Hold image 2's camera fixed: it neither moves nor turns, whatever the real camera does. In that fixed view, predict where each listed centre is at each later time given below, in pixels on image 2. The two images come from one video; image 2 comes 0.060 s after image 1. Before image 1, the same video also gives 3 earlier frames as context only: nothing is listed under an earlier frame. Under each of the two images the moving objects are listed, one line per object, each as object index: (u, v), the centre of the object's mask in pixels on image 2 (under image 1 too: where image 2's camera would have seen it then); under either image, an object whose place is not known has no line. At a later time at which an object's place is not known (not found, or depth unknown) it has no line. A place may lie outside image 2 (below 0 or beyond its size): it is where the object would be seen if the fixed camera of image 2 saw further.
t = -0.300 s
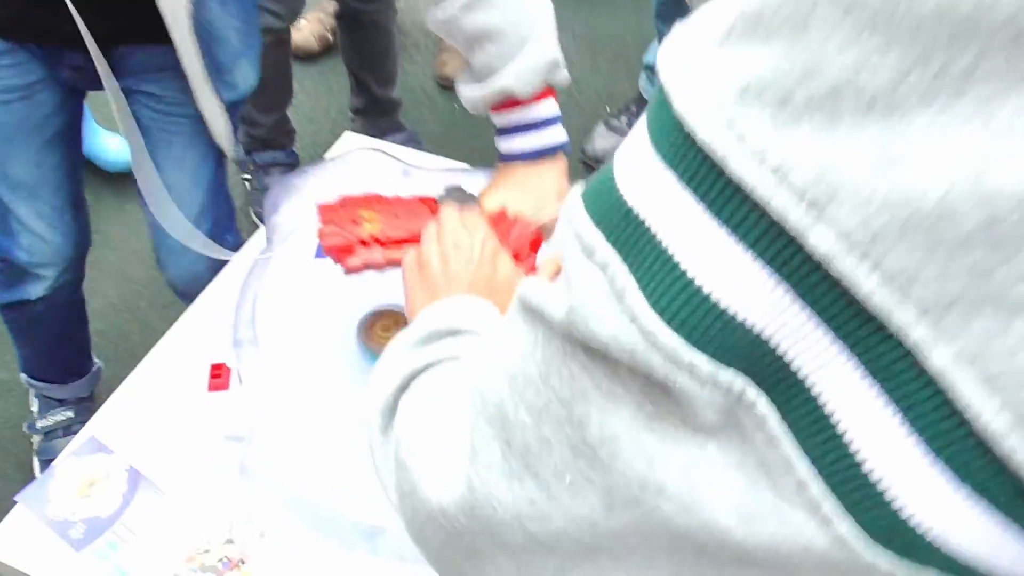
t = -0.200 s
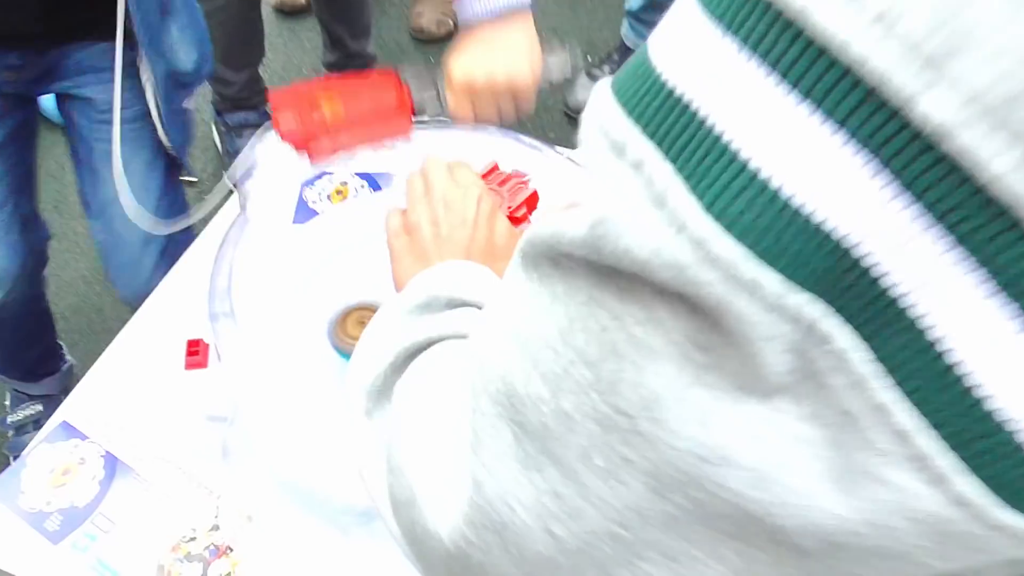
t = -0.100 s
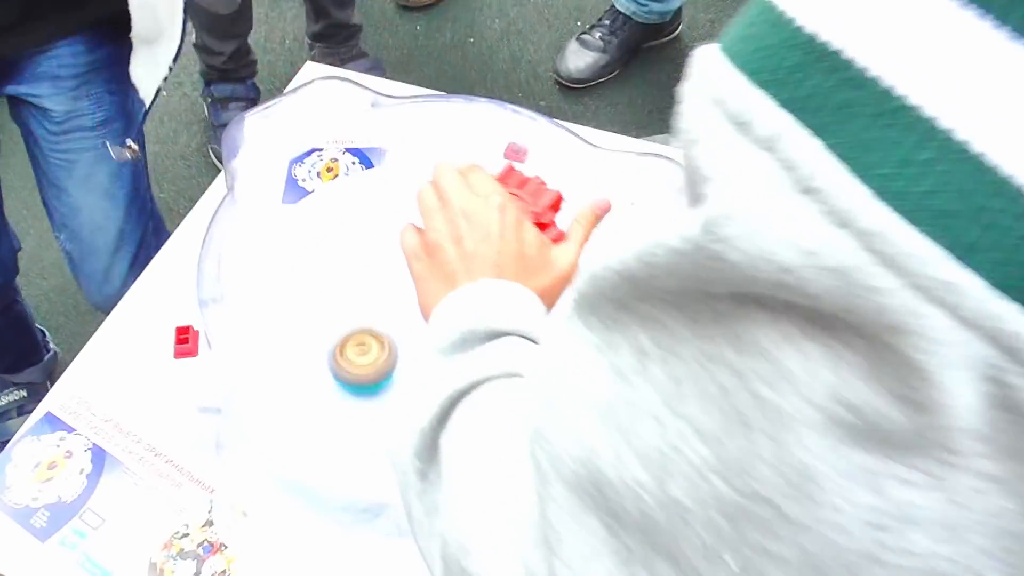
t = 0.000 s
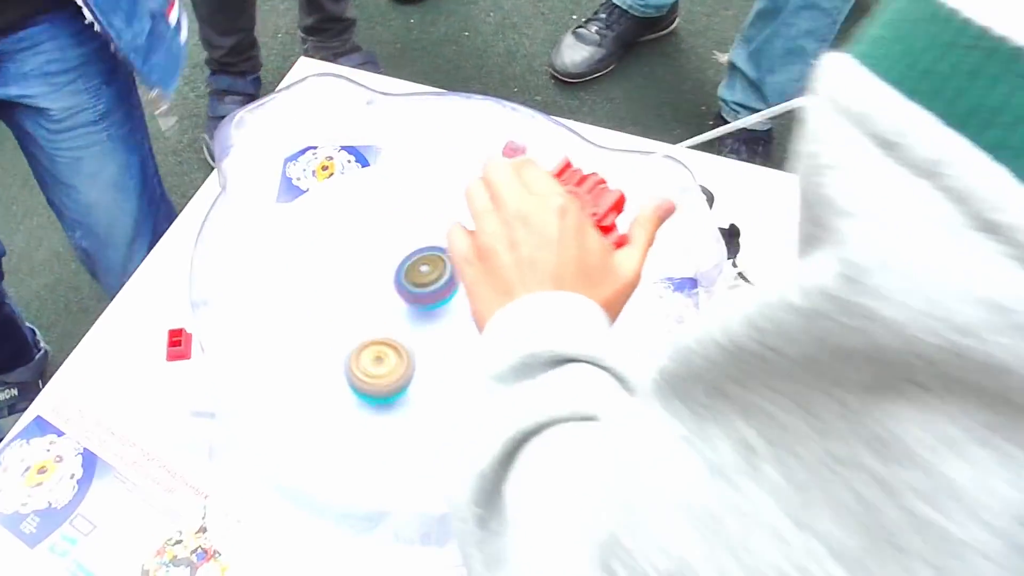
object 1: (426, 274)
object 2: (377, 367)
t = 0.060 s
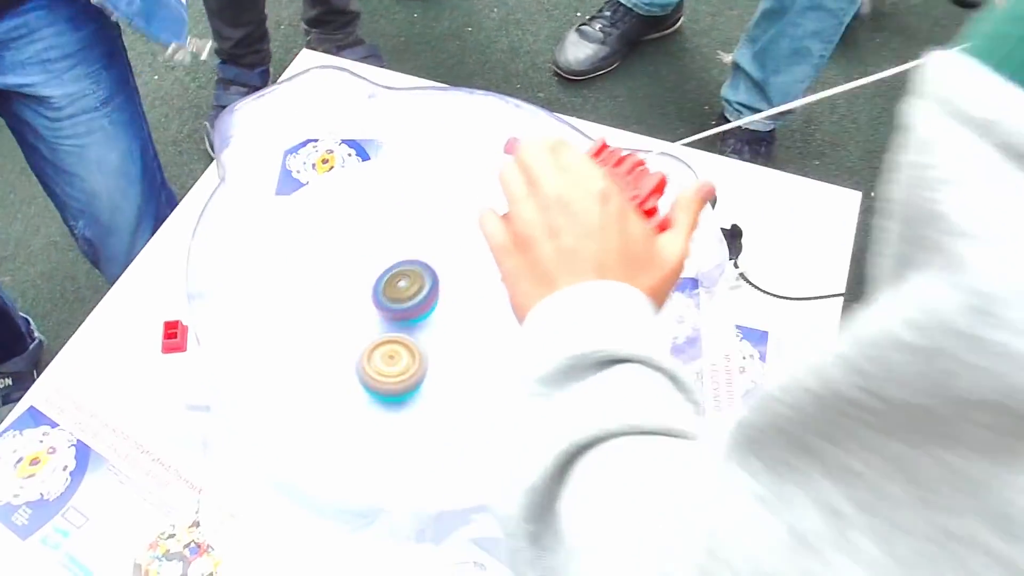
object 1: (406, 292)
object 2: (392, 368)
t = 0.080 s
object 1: (400, 301)
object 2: (398, 369)
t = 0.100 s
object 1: (394, 306)
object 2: (403, 372)
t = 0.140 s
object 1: (384, 301)
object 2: (416, 390)
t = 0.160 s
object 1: (380, 295)
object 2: (424, 396)
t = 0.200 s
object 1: (374, 286)
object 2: (441, 413)
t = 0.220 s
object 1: (372, 286)
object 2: (451, 424)
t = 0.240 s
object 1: (371, 283)
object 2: (460, 426)
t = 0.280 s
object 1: (368, 285)
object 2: (482, 426)
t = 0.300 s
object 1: (367, 285)
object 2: (493, 424)
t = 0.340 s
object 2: (515, 416)
